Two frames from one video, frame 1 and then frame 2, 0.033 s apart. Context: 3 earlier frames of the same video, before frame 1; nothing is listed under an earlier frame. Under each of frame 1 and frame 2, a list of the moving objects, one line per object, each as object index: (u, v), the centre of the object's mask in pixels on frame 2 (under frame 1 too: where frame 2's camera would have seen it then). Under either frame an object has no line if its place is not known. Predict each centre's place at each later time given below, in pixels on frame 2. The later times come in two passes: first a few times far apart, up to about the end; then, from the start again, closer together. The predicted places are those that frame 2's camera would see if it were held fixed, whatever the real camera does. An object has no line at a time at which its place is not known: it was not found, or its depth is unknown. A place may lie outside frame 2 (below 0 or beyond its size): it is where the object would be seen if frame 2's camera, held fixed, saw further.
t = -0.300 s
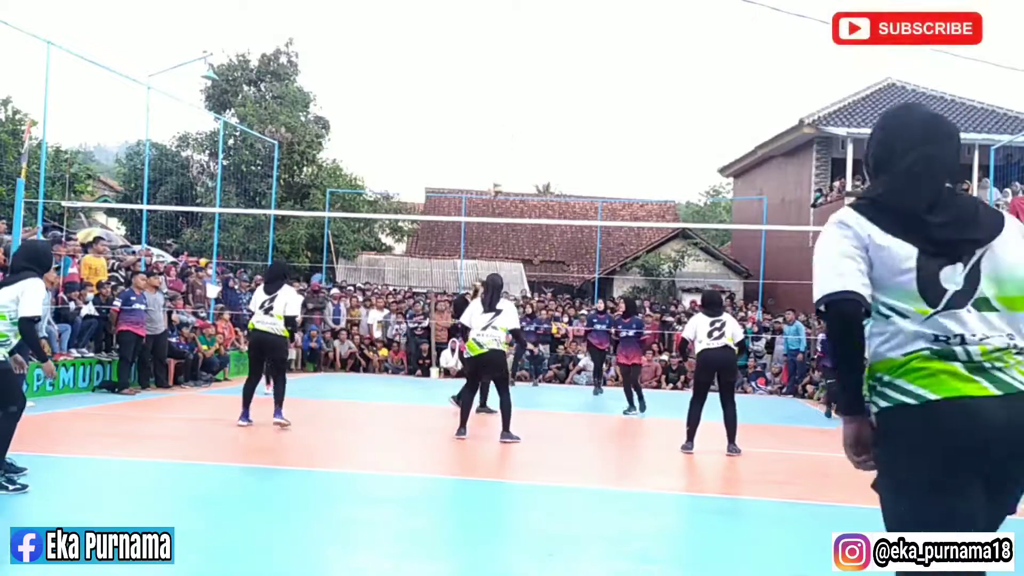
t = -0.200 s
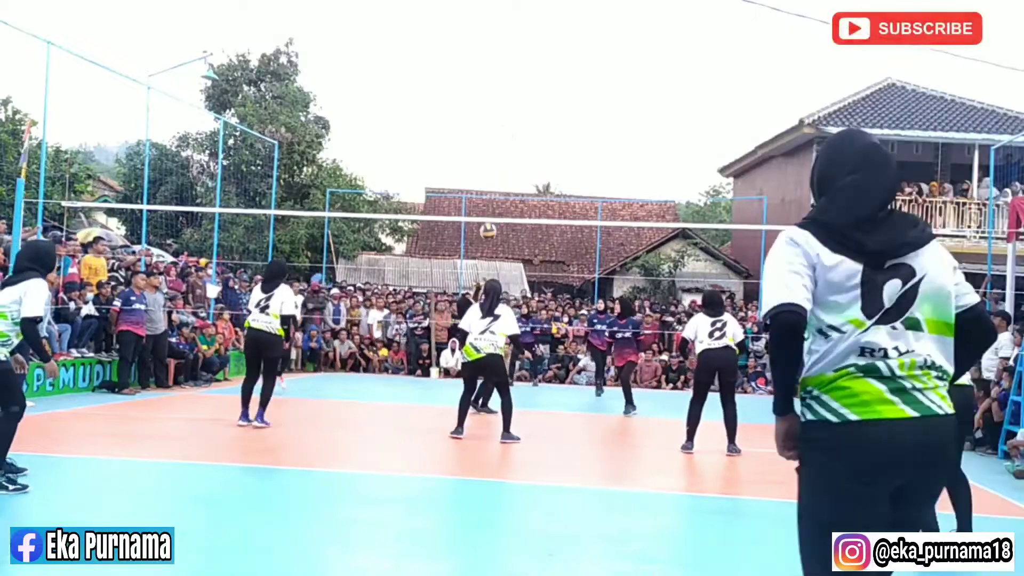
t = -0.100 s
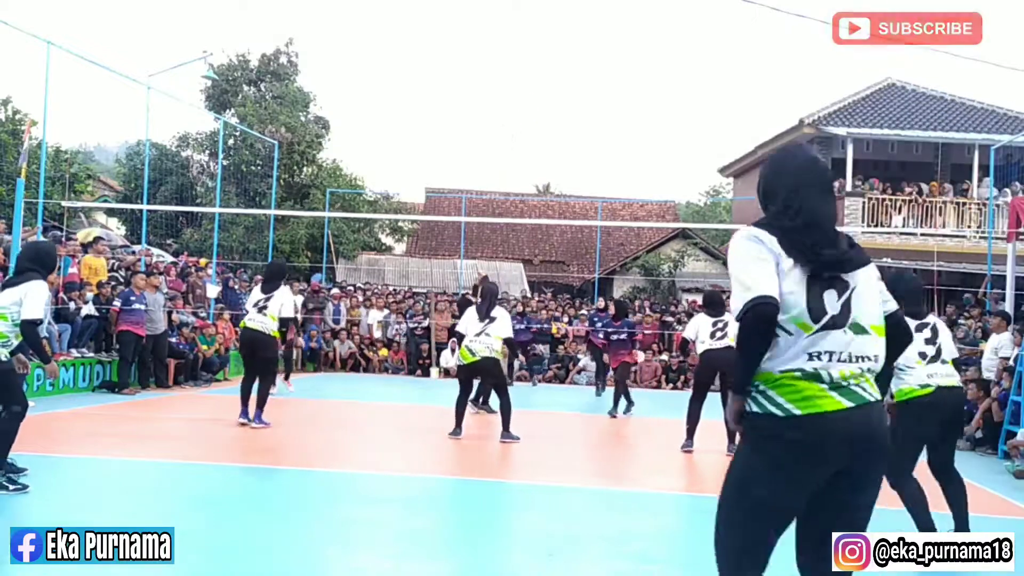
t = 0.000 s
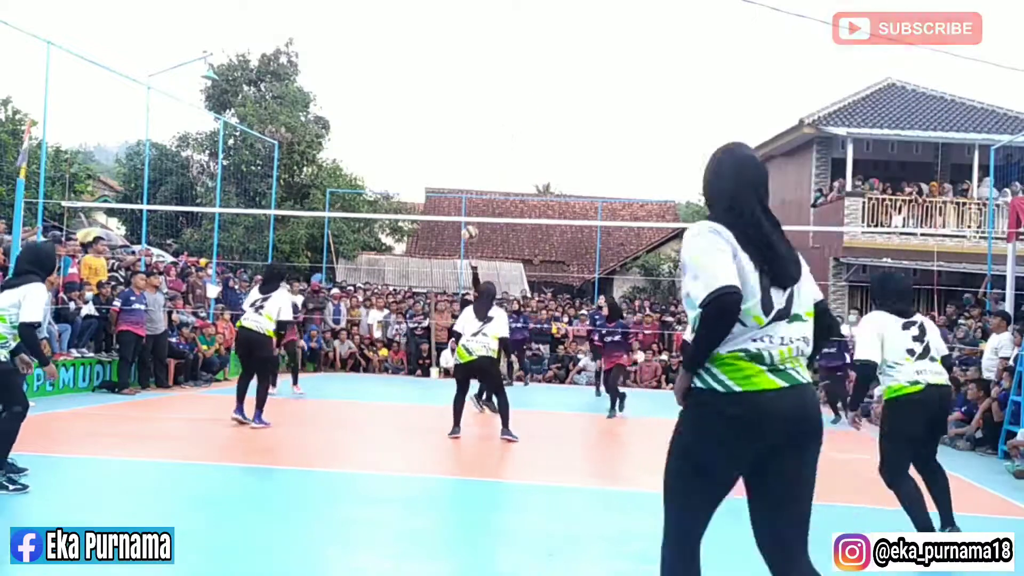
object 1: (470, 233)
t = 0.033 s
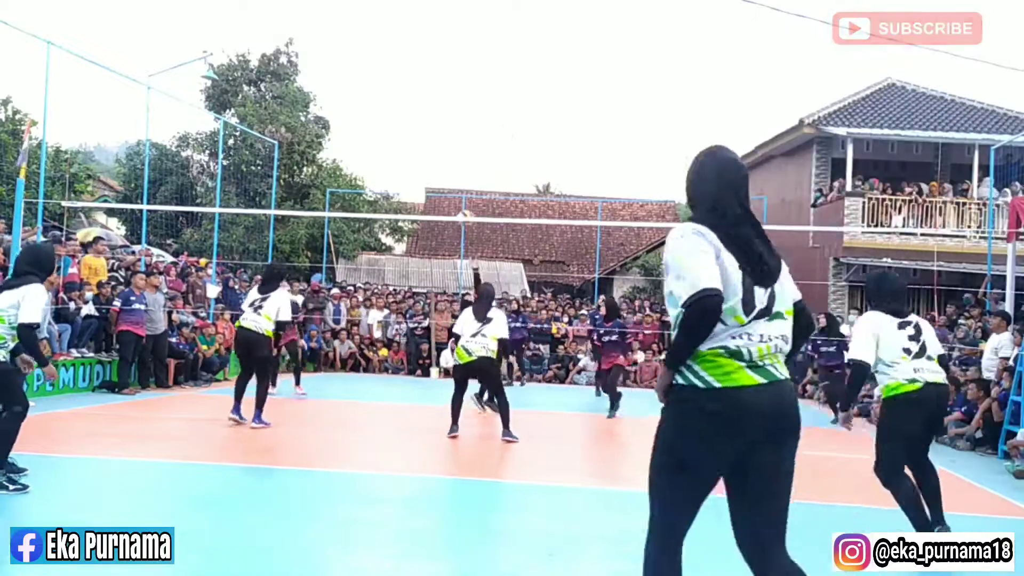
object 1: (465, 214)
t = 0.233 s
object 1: (441, 142)
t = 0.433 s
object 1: (412, 95)
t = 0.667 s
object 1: (377, 79)
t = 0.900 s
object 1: (339, 108)
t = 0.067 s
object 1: (460, 202)
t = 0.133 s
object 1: (453, 176)
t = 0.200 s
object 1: (445, 153)
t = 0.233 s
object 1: (441, 142)
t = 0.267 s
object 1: (436, 132)
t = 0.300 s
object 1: (432, 123)
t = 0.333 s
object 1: (427, 115)
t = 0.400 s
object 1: (417, 101)
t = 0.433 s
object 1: (412, 95)
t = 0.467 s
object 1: (407, 90)
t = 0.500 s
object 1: (402, 86)
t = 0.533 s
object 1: (397, 82)
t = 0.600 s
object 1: (387, 79)
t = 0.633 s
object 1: (382, 78)
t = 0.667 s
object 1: (377, 79)
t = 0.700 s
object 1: (372, 80)
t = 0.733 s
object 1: (366, 82)
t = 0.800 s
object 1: (355, 90)
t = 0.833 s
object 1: (350, 94)
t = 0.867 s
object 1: (344, 101)
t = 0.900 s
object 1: (339, 108)
